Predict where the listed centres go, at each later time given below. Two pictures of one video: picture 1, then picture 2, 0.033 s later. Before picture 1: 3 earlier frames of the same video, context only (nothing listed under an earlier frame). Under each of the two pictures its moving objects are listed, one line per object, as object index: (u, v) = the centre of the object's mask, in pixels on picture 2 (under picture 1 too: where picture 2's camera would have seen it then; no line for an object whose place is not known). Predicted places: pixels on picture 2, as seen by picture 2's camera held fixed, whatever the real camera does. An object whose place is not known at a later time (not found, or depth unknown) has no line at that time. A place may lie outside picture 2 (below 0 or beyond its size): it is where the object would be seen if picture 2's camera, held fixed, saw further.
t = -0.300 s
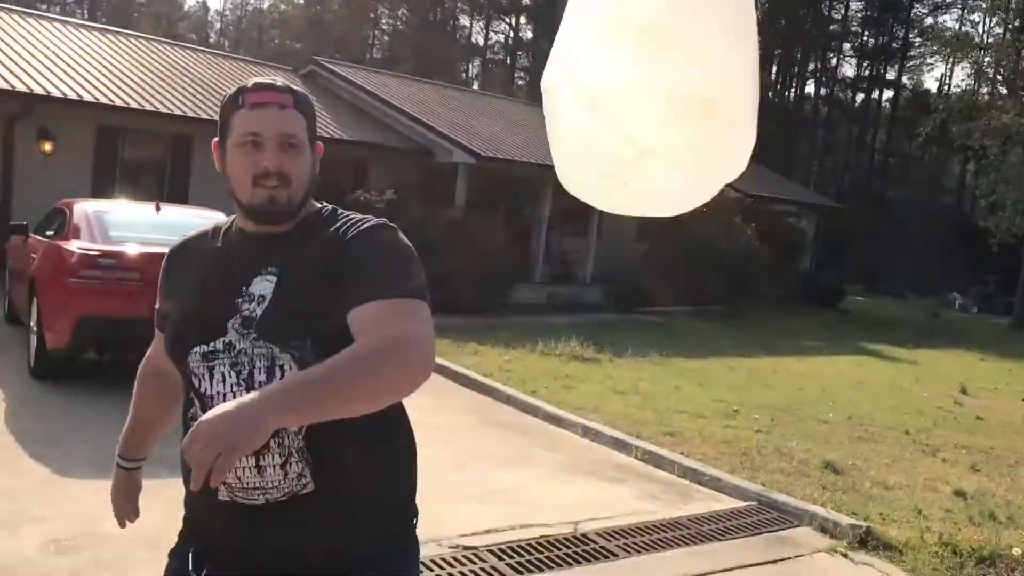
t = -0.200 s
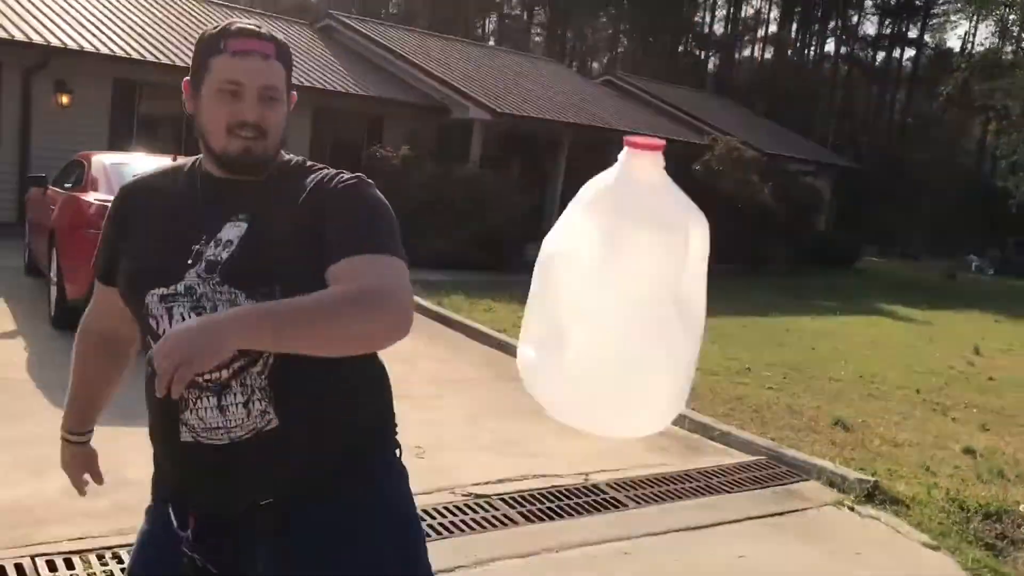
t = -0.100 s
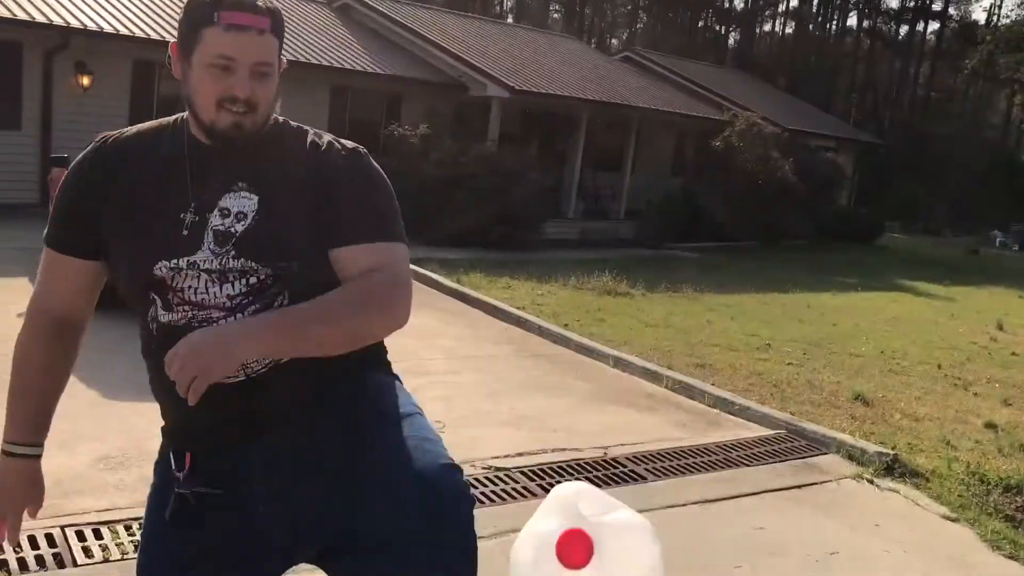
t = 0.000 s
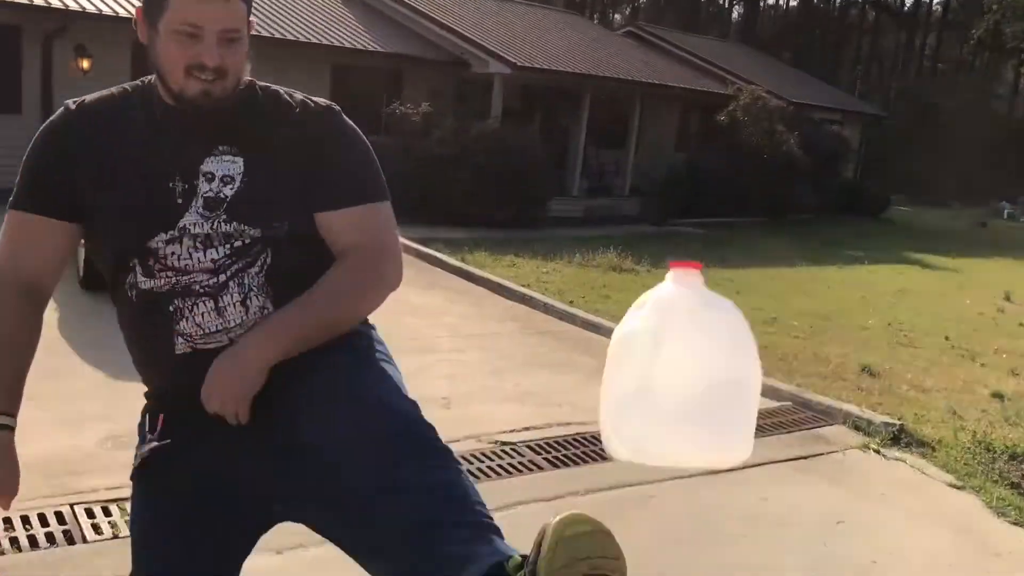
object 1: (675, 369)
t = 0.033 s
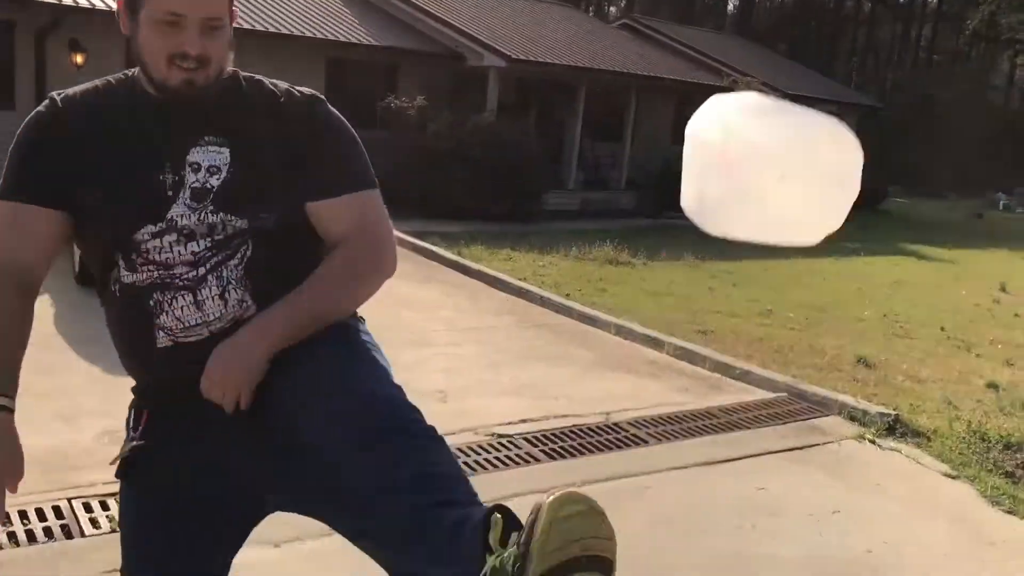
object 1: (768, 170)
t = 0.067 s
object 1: (826, 36)
